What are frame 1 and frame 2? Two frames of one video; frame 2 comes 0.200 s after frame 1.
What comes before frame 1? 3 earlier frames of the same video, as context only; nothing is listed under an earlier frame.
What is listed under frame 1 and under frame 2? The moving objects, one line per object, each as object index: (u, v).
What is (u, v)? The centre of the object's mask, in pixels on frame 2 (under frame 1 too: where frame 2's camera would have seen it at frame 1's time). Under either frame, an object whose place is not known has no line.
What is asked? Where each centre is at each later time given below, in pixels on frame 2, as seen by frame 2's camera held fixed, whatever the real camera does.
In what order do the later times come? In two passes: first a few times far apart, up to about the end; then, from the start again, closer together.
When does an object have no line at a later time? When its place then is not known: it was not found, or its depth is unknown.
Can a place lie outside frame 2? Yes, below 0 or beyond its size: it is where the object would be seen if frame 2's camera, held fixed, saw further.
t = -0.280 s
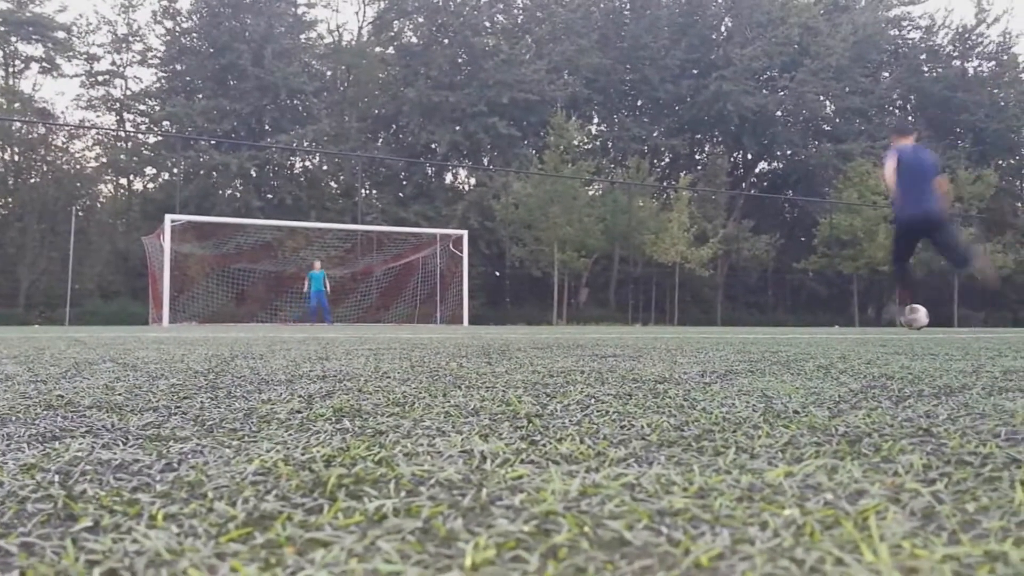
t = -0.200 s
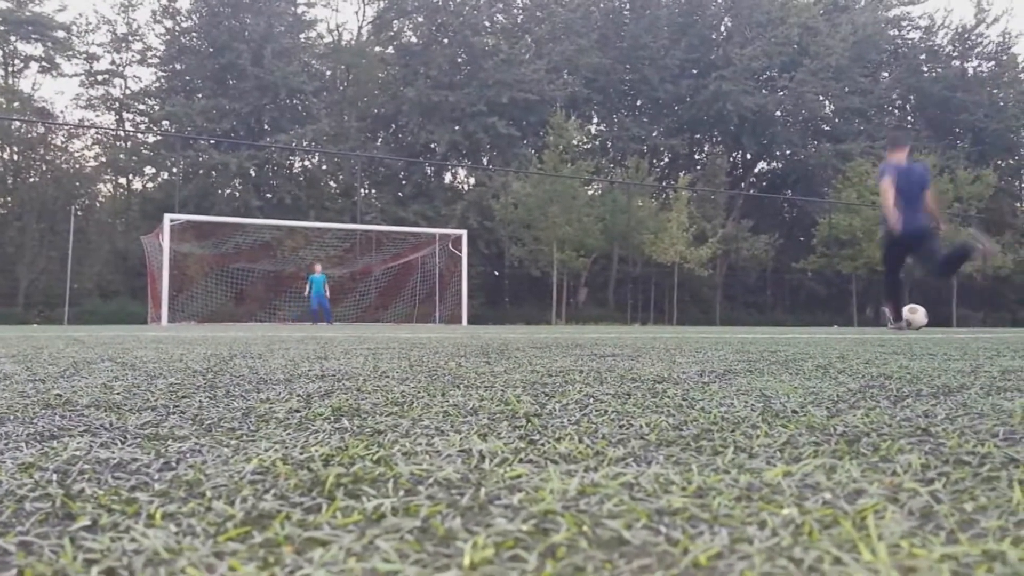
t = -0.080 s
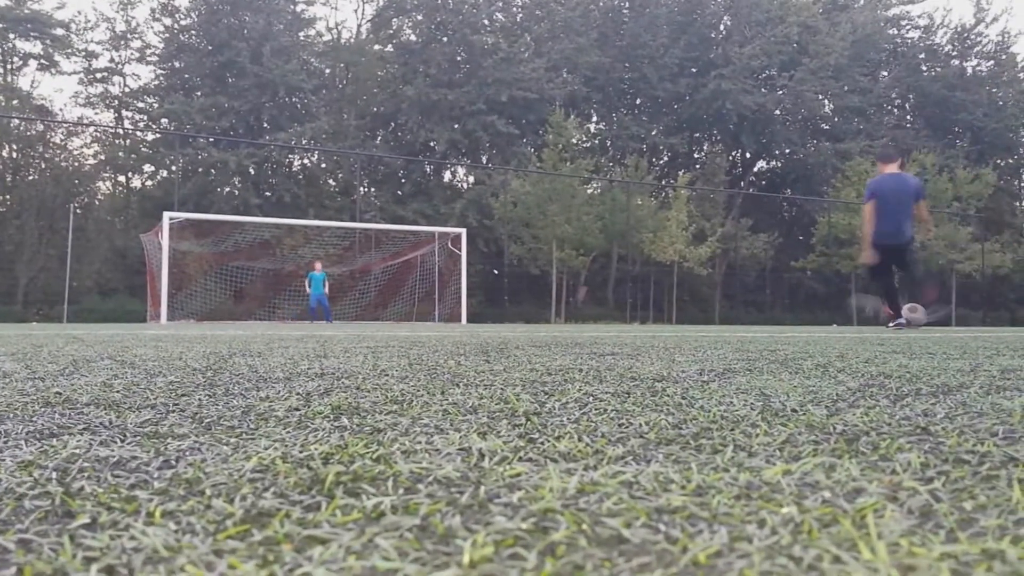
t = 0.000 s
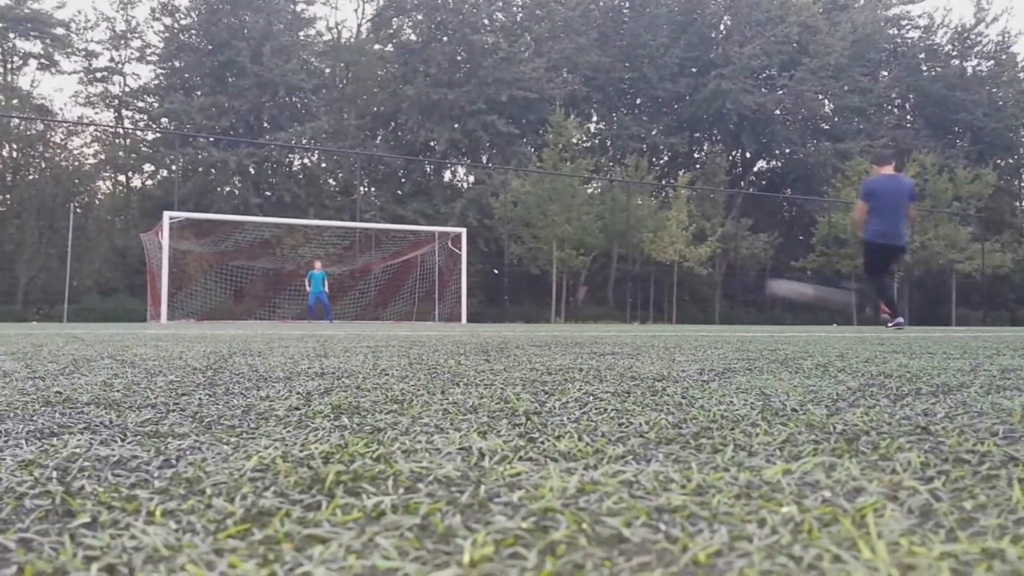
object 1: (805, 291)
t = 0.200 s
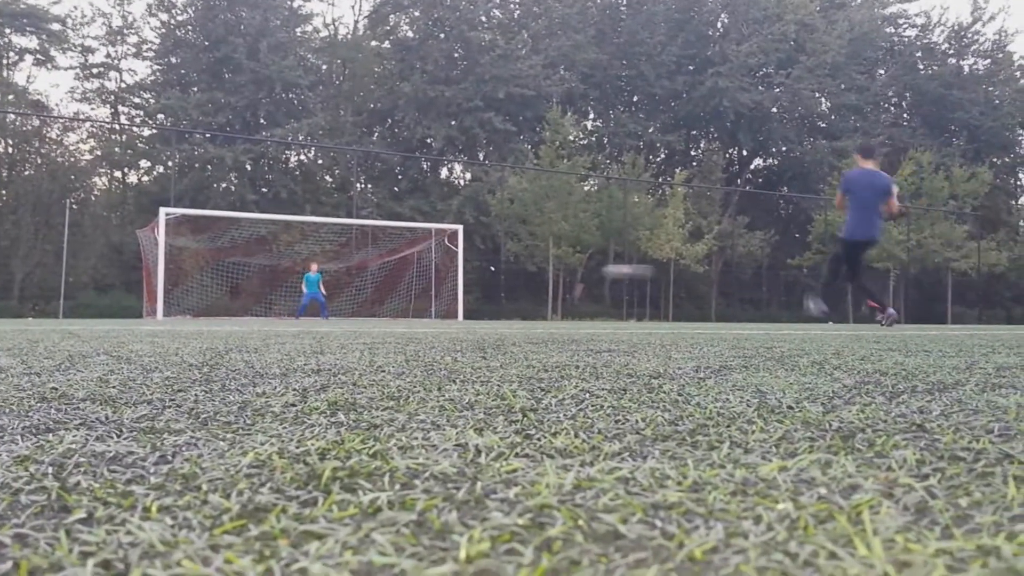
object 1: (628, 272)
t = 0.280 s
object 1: (577, 274)
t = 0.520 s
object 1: (474, 298)
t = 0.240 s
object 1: (606, 272)
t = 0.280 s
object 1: (577, 274)
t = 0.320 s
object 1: (554, 277)
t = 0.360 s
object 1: (537, 279)
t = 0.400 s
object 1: (522, 283)
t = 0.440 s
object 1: (507, 288)
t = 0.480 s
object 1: (488, 293)
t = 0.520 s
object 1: (474, 298)
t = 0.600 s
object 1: (446, 310)
